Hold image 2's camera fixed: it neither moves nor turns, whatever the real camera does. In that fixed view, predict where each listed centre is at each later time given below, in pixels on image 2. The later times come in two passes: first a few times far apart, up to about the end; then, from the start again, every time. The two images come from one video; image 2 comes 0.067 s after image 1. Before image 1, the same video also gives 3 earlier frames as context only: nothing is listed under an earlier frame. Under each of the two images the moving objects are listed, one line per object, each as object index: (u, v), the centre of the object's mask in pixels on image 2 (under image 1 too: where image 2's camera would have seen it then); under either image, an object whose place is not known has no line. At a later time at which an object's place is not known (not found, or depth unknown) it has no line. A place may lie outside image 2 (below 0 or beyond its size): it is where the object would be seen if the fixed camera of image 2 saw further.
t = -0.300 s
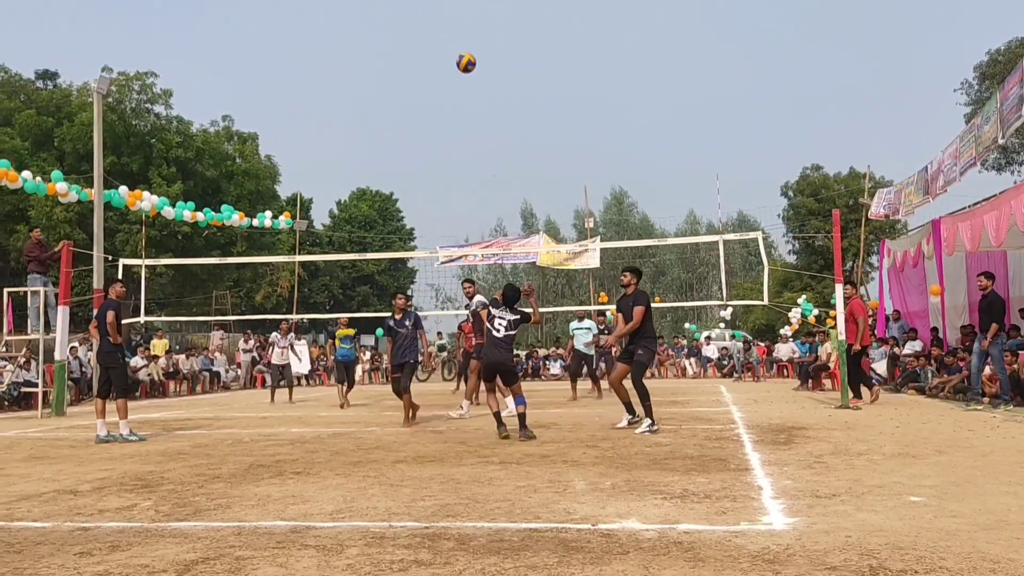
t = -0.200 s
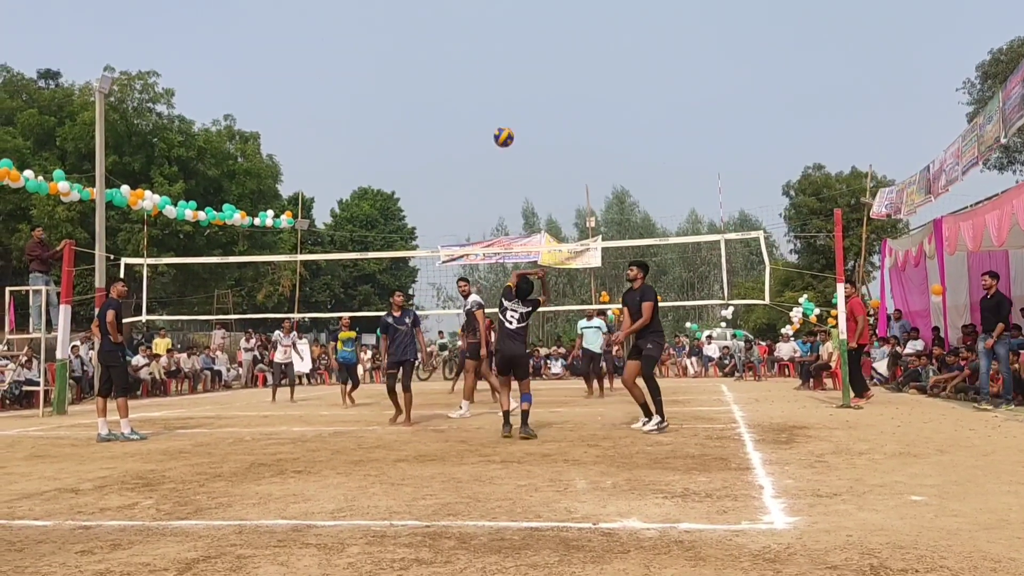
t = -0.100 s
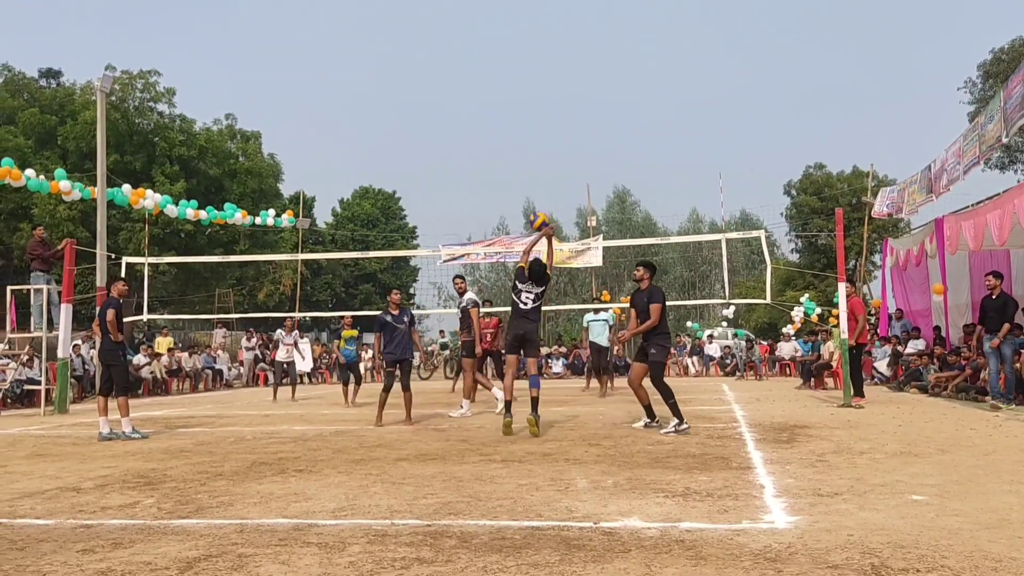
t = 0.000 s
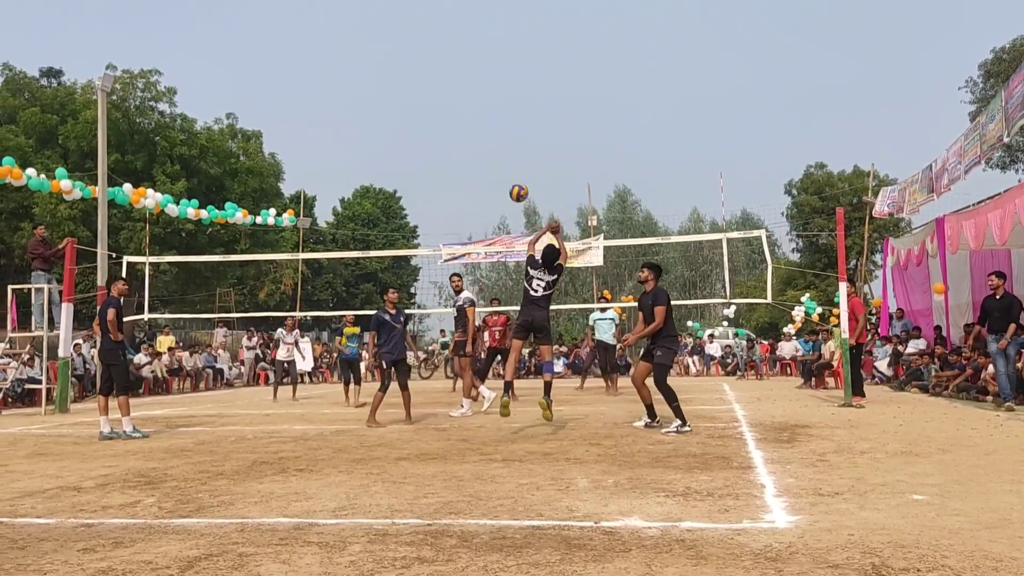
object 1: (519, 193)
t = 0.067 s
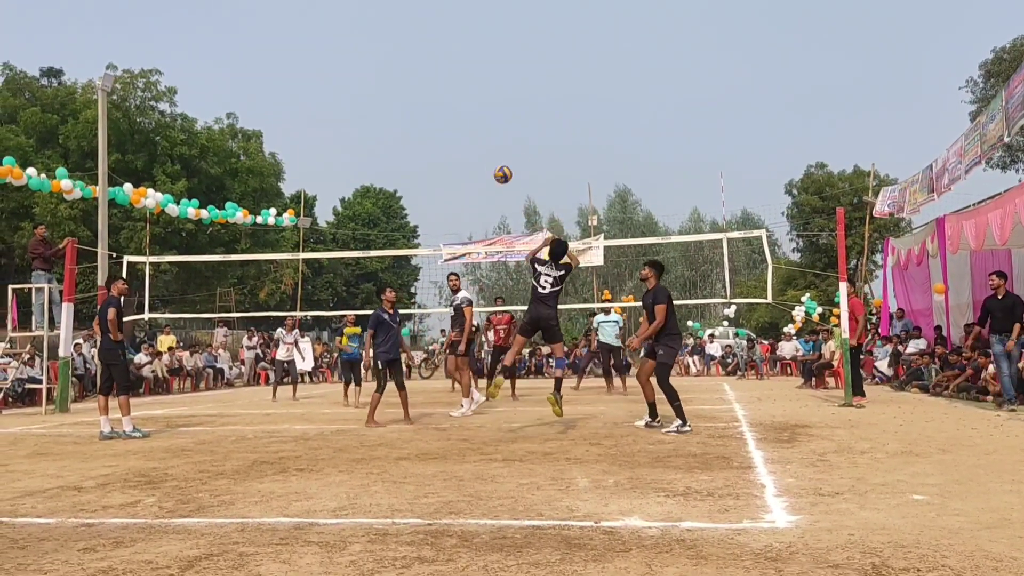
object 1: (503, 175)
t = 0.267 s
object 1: (462, 151)
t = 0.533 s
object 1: (423, 172)
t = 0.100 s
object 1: (495, 168)
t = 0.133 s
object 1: (488, 162)
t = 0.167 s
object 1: (481, 158)
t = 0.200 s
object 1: (475, 154)
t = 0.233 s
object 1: (469, 153)
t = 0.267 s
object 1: (462, 151)
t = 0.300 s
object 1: (457, 151)
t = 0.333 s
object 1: (451, 152)
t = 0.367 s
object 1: (446, 154)
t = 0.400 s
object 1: (441, 156)
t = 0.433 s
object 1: (436, 159)
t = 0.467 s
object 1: (431, 163)
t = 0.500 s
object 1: (427, 167)
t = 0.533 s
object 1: (423, 172)
